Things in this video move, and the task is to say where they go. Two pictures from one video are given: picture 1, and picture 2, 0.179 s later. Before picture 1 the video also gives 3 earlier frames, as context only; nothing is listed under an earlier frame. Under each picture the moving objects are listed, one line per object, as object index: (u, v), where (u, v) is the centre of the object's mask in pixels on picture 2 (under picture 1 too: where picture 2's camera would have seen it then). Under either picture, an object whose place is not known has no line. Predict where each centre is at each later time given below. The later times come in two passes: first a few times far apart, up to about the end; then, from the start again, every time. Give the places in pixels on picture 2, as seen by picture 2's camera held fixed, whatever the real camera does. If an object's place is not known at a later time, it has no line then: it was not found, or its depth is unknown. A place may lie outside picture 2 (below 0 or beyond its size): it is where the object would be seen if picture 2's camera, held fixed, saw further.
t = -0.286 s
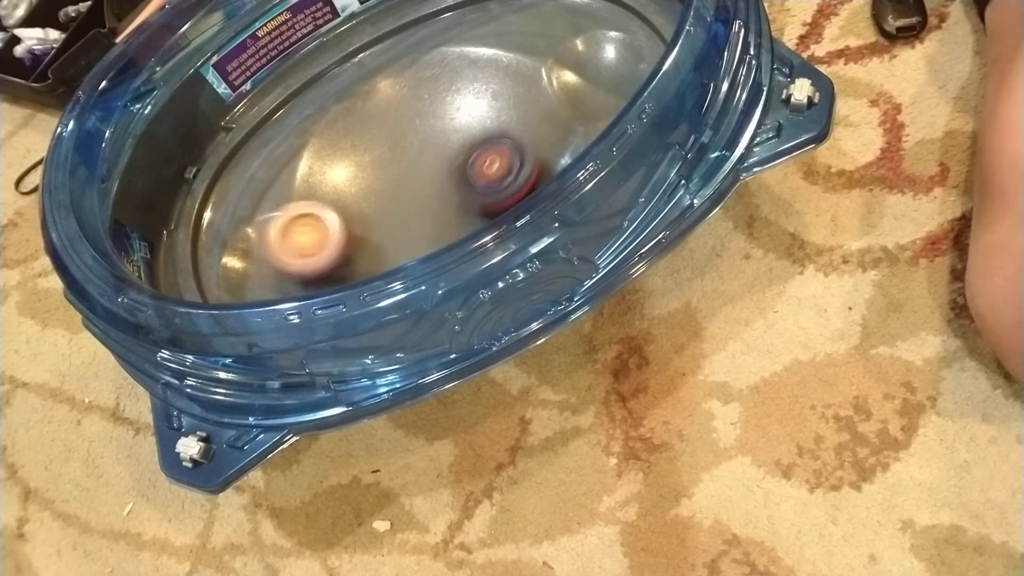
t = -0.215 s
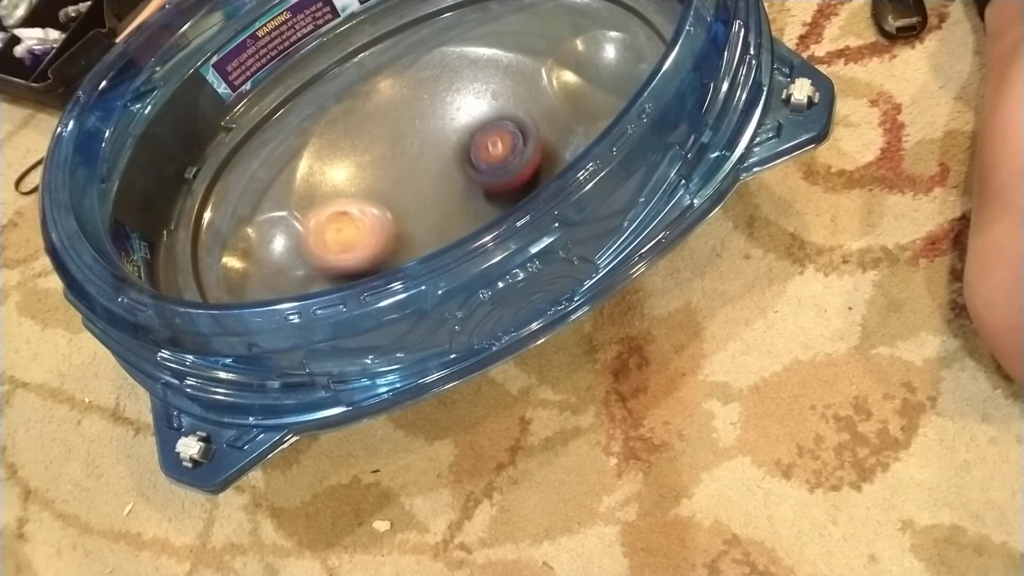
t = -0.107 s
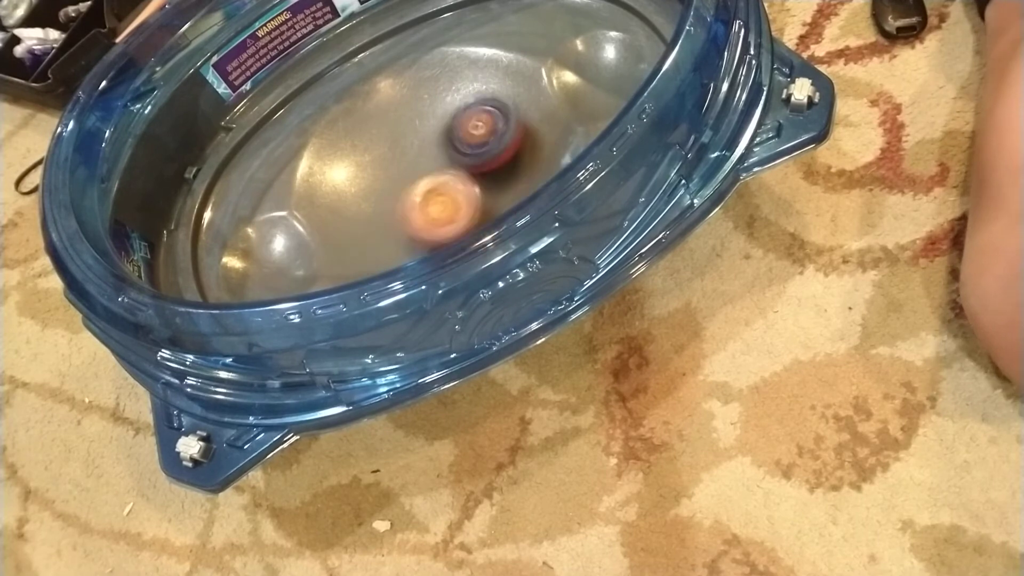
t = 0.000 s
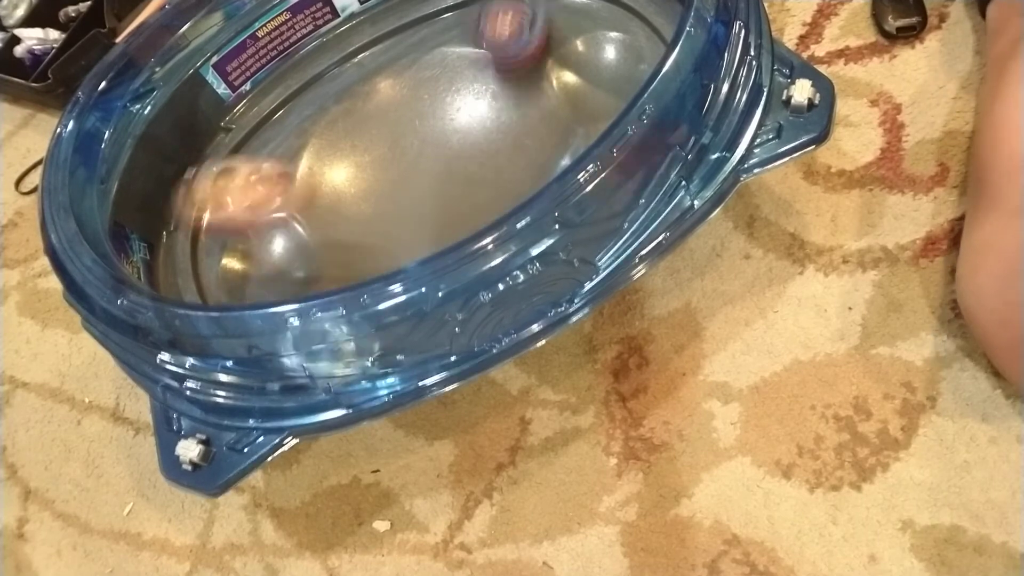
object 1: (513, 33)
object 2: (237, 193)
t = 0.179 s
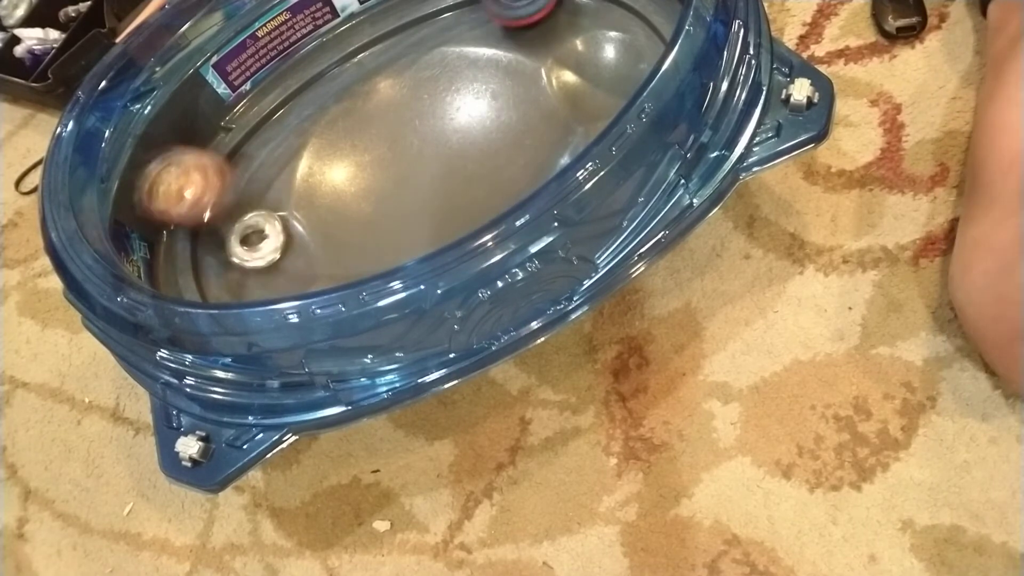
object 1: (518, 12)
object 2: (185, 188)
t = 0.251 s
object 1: (509, 15)
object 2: (256, 163)
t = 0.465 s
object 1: (505, 33)
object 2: (445, 44)
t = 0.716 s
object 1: (495, 182)
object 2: (410, 209)
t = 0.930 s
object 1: (463, 208)
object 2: (368, 197)
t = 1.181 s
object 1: (492, 183)
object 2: (402, 169)
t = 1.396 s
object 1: (443, 180)
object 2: (385, 155)
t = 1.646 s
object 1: (426, 203)
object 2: (385, 153)
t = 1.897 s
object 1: (438, 188)
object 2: (384, 150)
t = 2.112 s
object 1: (428, 176)
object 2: (381, 149)
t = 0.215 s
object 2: (223, 189)
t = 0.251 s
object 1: (509, 15)
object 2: (256, 163)
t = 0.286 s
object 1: (504, 16)
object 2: (294, 141)
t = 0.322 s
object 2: (330, 118)
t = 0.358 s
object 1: (499, 20)
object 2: (365, 95)
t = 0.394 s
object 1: (498, 22)
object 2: (401, 76)
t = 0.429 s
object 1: (497, 26)
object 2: (433, 60)
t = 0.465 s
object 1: (505, 33)
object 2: (445, 44)
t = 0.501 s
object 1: (520, 50)
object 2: (446, 65)
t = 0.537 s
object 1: (534, 70)
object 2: (446, 96)
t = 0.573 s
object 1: (537, 99)
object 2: (441, 131)
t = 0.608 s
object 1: (536, 129)
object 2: (438, 161)
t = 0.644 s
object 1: (528, 147)
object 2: (429, 185)
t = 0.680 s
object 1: (515, 165)
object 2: (421, 200)
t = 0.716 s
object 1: (495, 182)
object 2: (410, 209)
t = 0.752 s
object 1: (480, 194)
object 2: (405, 217)
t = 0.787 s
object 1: (467, 204)
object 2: (398, 223)
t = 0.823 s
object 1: (458, 209)
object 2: (393, 223)
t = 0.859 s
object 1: (459, 209)
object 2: (383, 214)
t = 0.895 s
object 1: (459, 209)
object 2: (375, 206)
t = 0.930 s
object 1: (463, 208)
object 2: (368, 197)
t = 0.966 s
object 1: (466, 207)
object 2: (368, 187)
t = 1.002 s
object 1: (474, 202)
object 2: (374, 180)
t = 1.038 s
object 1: (481, 199)
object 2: (380, 175)
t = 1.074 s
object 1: (486, 194)
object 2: (388, 172)
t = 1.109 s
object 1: (492, 190)
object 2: (394, 170)
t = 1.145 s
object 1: (495, 187)
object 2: (399, 169)
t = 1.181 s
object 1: (492, 183)
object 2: (402, 169)
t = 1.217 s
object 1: (489, 180)
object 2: (402, 168)
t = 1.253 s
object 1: (481, 177)
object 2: (402, 168)
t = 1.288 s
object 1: (471, 174)
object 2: (401, 168)
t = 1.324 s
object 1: (461, 173)
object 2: (398, 167)
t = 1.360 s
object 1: (451, 176)
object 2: (393, 161)
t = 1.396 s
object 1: (443, 180)
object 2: (385, 155)
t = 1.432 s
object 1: (436, 185)
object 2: (381, 152)
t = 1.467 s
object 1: (432, 189)
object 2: (381, 151)
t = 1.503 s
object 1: (430, 193)
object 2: (382, 153)
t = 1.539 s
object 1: (428, 198)
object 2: (382, 153)
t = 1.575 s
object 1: (426, 200)
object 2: (382, 154)
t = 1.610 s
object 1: (425, 202)
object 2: (383, 154)
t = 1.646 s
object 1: (426, 203)
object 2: (385, 153)
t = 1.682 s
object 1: (427, 204)
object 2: (386, 154)
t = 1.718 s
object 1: (428, 204)
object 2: (386, 153)
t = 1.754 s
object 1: (431, 203)
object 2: (386, 153)
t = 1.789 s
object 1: (433, 201)
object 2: (385, 151)
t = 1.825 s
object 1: (435, 197)
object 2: (385, 150)
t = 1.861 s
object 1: (436, 193)
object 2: (384, 149)
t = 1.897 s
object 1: (438, 188)
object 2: (384, 150)
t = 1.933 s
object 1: (437, 183)
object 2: (383, 151)
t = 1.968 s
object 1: (434, 176)
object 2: (381, 152)
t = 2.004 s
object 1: (431, 172)
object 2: (380, 152)
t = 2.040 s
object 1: (429, 171)
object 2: (379, 148)
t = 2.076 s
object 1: (427, 172)
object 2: (381, 147)
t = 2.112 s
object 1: (428, 176)
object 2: (381, 149)
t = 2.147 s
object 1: (431, 178)
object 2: (383, 151)
